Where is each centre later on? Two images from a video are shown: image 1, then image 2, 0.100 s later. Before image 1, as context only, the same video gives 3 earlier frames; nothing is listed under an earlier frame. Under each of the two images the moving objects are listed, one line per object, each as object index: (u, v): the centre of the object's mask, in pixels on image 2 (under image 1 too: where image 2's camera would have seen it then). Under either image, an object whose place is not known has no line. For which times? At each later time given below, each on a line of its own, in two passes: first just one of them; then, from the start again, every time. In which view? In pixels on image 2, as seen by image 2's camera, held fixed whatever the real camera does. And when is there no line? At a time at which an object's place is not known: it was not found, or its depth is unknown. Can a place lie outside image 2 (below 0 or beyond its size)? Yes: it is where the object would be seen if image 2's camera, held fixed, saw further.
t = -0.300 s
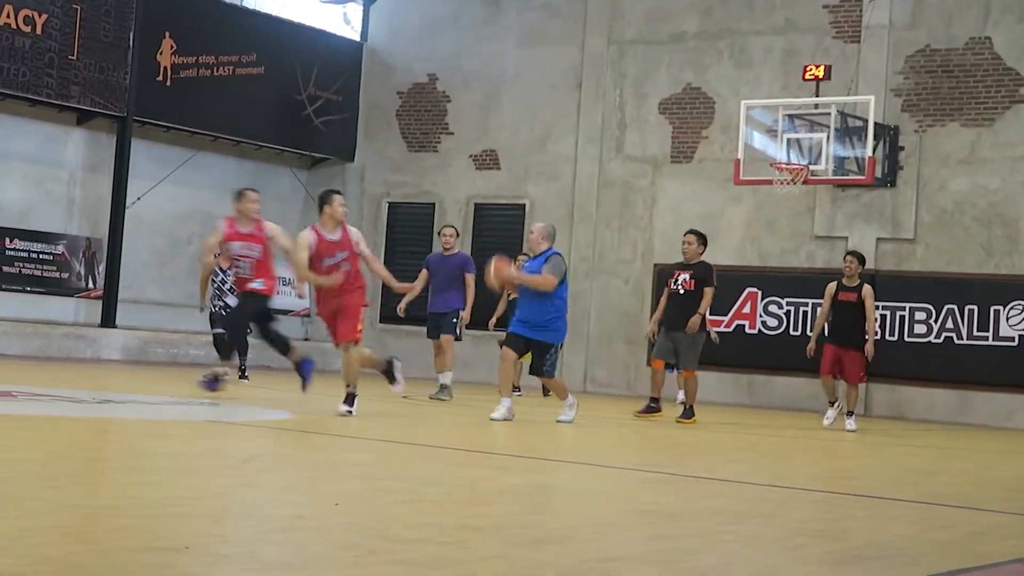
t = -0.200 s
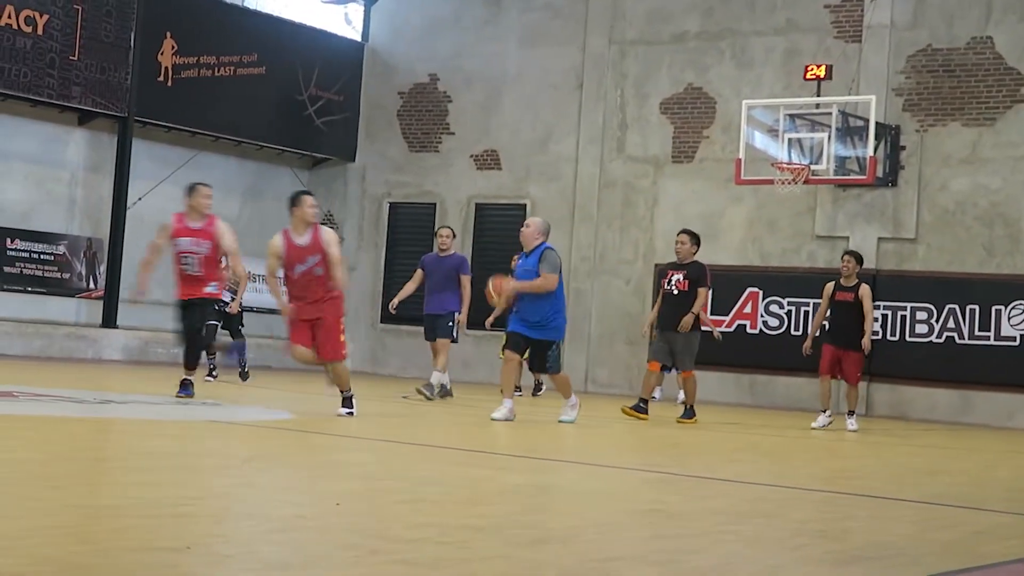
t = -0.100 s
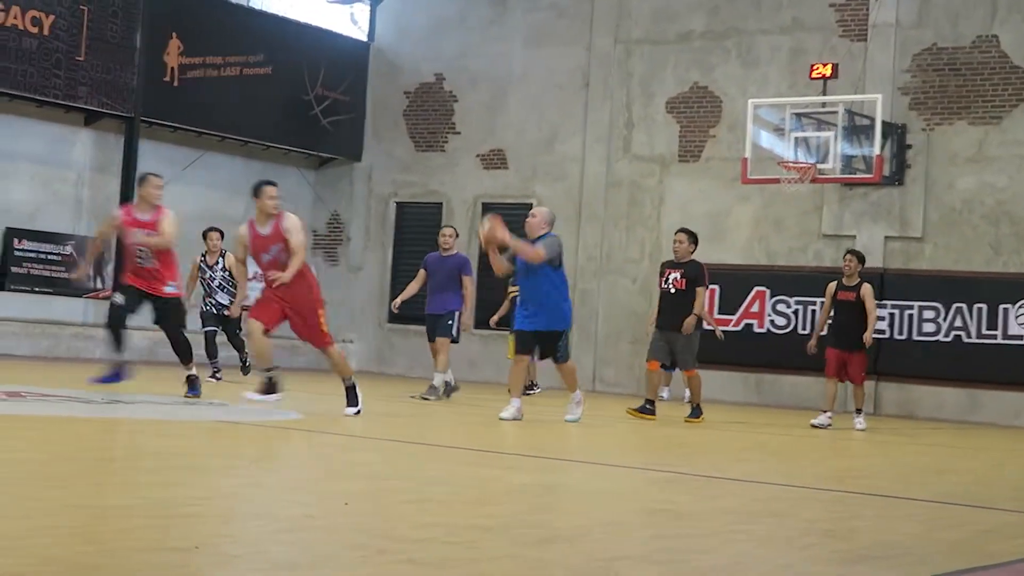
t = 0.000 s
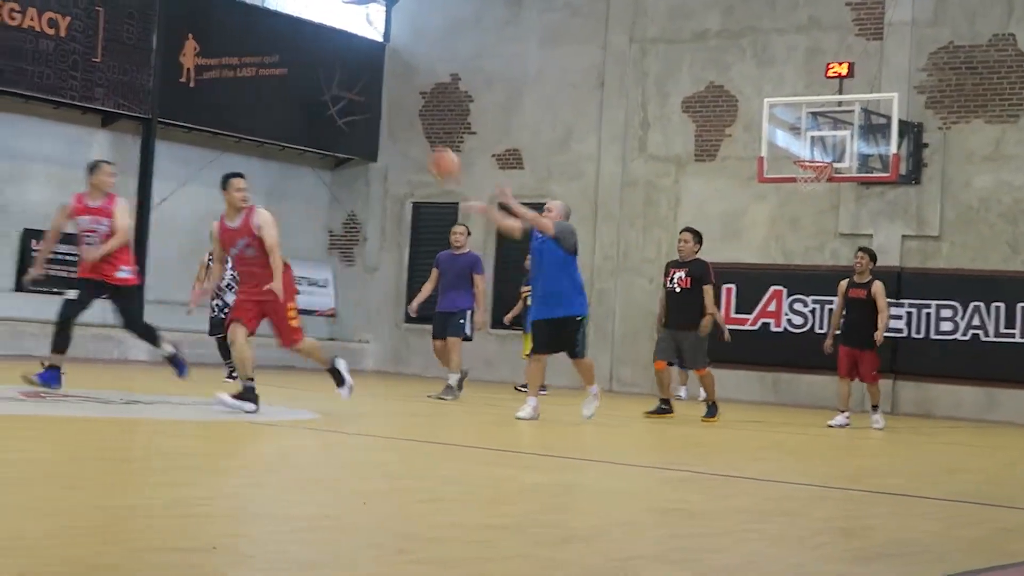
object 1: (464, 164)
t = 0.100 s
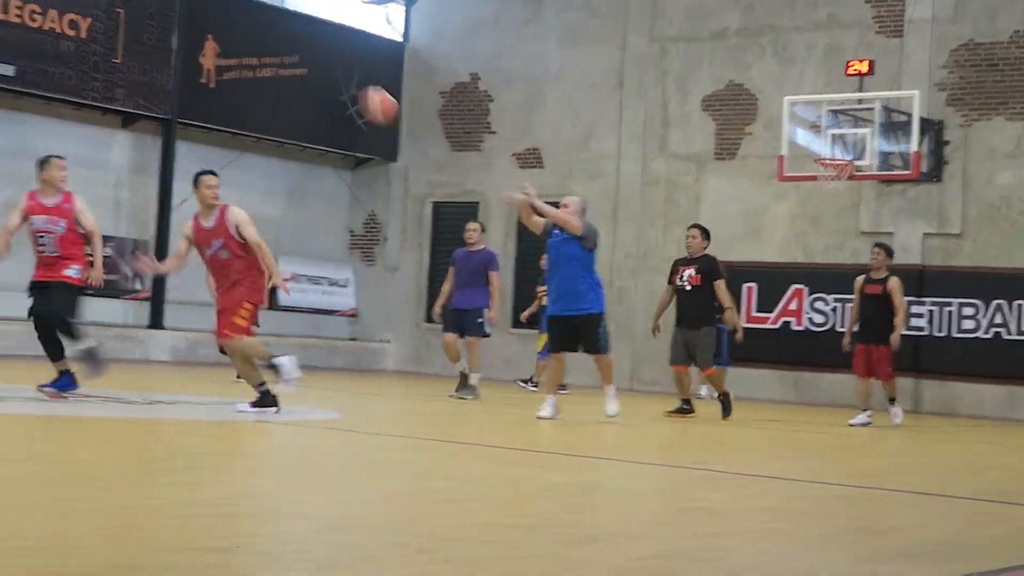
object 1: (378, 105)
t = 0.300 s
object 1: (181, 9)
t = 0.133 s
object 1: (349, 89)
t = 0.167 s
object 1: (317, 71)
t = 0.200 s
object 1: (284, 55)
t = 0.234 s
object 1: (251, 38)
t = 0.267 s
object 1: (217, 23)
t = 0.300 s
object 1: (181, 9)
